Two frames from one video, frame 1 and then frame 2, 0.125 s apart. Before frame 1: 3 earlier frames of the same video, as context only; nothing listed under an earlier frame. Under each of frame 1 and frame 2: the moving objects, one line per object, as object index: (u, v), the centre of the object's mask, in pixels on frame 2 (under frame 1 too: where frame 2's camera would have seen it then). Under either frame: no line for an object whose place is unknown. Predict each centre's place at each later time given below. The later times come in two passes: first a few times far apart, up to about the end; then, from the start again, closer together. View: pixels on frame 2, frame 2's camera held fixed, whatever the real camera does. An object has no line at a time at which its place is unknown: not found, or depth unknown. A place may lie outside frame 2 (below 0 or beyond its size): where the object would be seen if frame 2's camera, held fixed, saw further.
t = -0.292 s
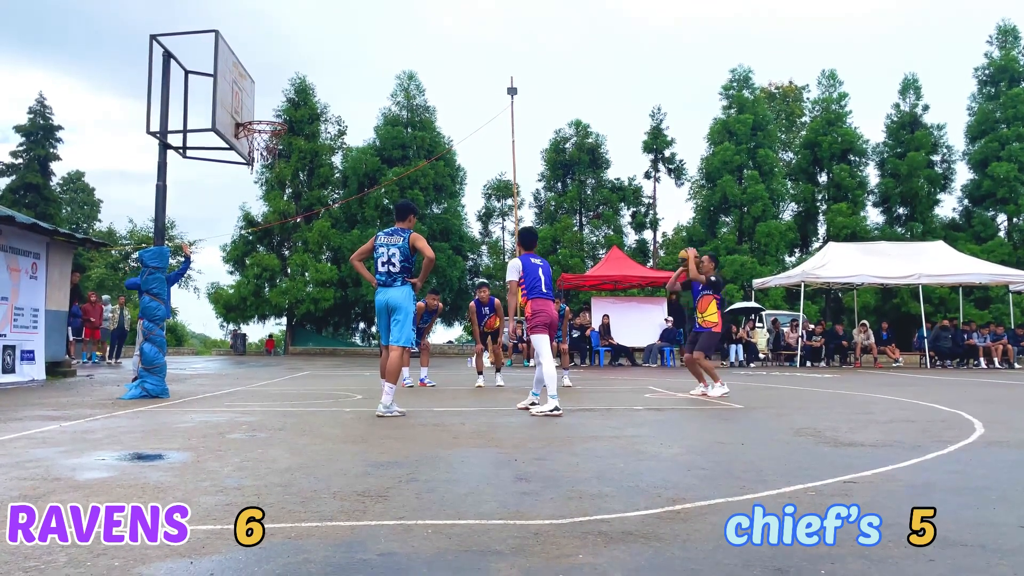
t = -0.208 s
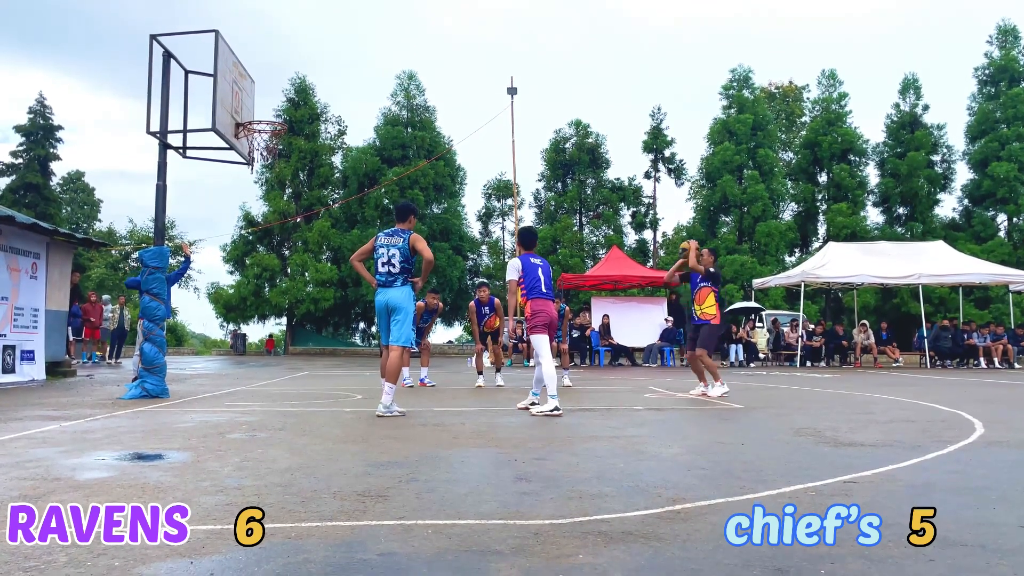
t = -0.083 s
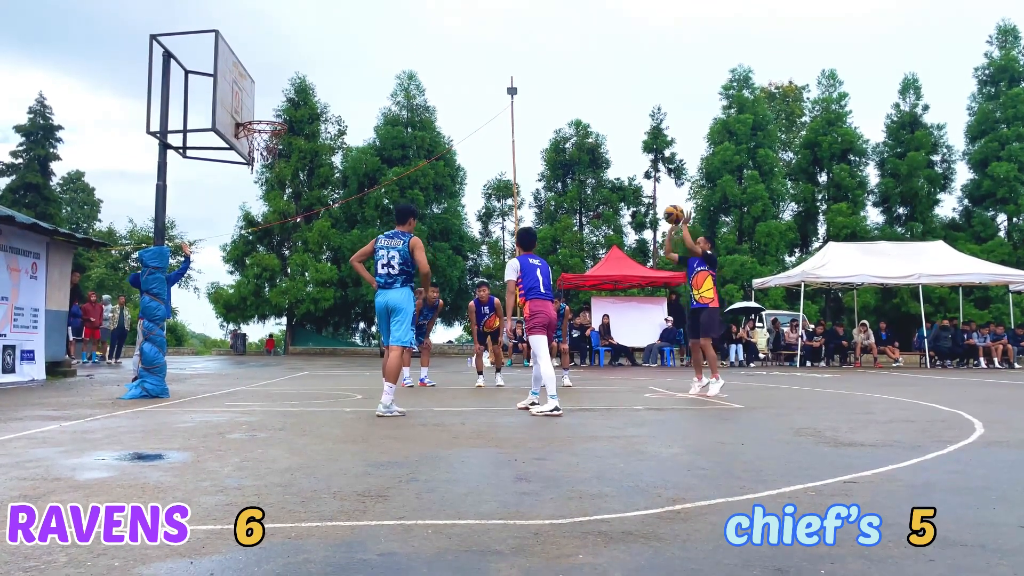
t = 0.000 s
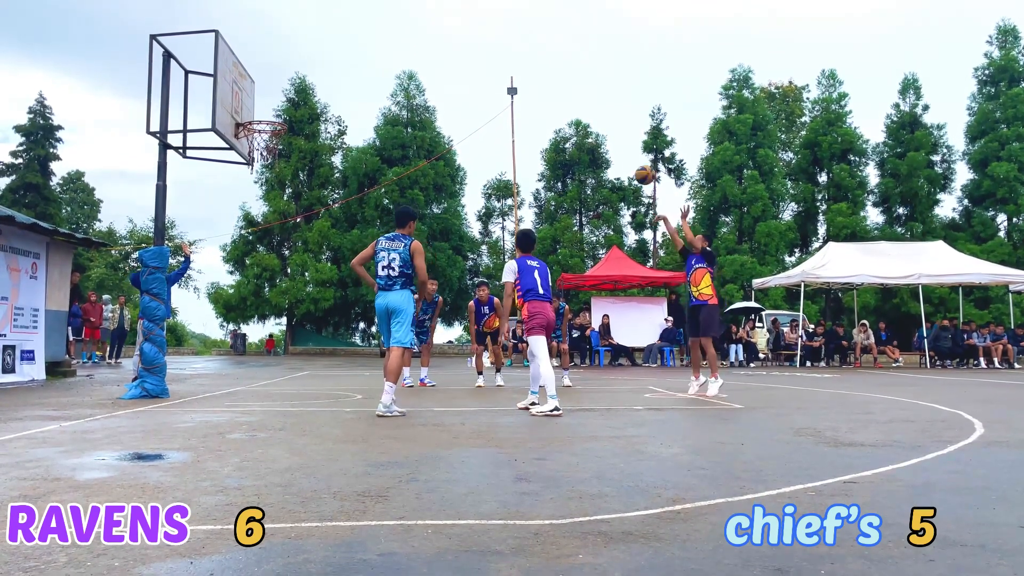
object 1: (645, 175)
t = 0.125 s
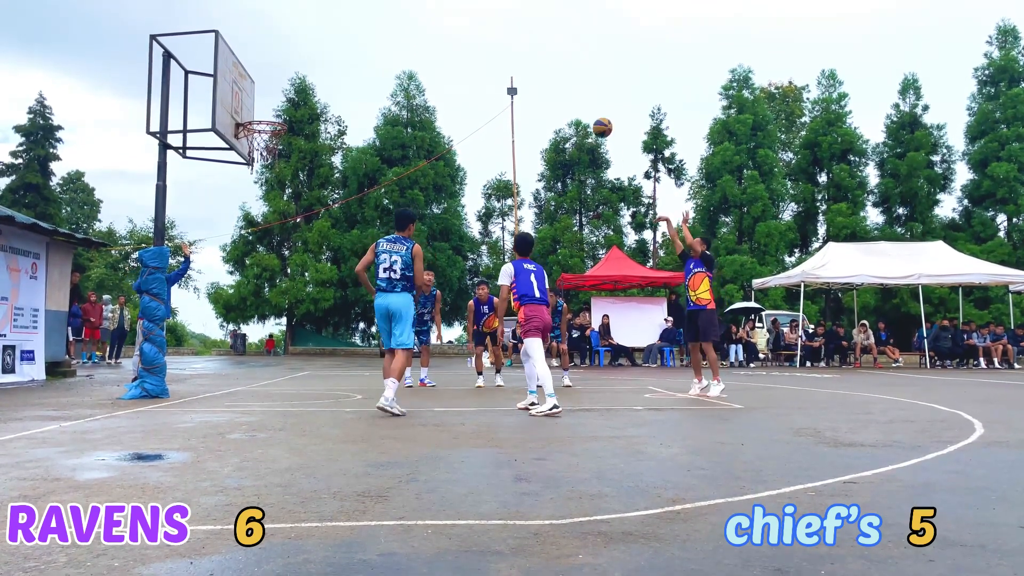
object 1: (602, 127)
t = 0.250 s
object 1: (554, 87)
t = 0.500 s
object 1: (464, 52)
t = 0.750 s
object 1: (373, 67)
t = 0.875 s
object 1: (329, 92)
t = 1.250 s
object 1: (348, 120)
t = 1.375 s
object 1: (374, 138)
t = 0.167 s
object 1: (584, 111)
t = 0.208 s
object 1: (572, 101)
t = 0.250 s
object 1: (554, 87)
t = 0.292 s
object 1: (542, 80)
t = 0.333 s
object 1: (524, 70)
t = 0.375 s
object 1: (512, 64)
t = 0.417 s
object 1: (494, 58)
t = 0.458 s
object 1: (482, 55)
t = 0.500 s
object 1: (464, 52)
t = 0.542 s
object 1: (452, 51)
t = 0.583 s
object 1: (434, 51)
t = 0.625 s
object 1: (422, 52)
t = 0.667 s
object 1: (403, 56)
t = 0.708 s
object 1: (391, 60)
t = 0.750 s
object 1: (373, 67)
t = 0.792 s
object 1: (360, 73)
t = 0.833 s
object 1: (342, 83)
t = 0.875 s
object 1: (329, 92)
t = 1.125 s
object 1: (324, 114)
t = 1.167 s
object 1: (331, 115)
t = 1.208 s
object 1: (342, 117)
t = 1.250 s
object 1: (348, 120)
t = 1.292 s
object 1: (358, 125)
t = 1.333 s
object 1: (365, 130)
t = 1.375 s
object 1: (374, 138)
